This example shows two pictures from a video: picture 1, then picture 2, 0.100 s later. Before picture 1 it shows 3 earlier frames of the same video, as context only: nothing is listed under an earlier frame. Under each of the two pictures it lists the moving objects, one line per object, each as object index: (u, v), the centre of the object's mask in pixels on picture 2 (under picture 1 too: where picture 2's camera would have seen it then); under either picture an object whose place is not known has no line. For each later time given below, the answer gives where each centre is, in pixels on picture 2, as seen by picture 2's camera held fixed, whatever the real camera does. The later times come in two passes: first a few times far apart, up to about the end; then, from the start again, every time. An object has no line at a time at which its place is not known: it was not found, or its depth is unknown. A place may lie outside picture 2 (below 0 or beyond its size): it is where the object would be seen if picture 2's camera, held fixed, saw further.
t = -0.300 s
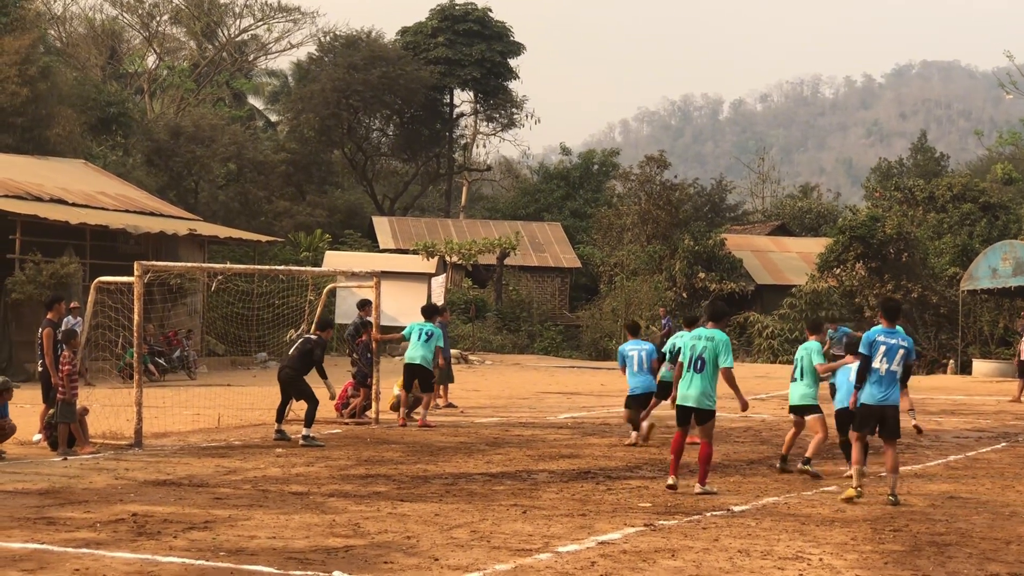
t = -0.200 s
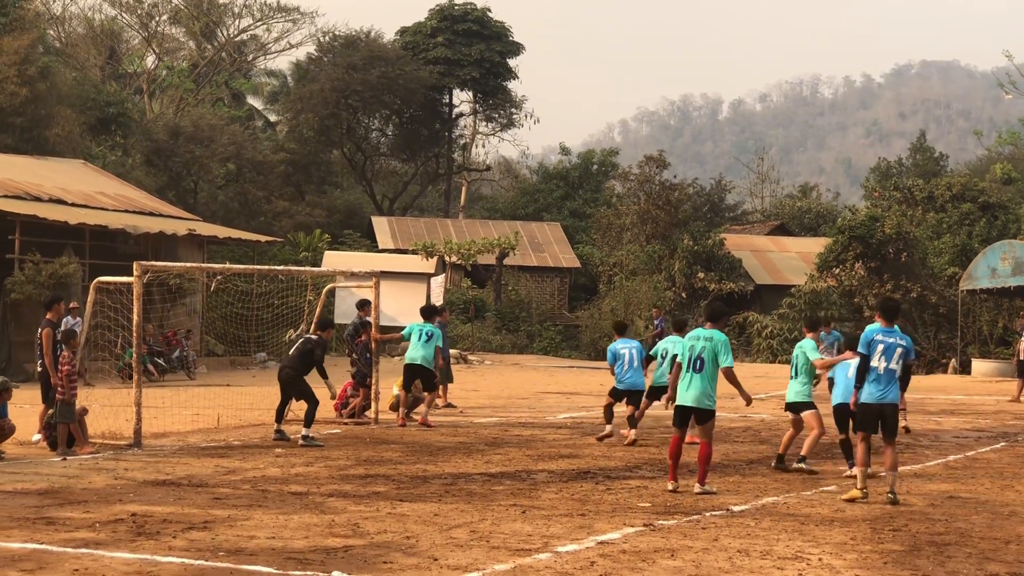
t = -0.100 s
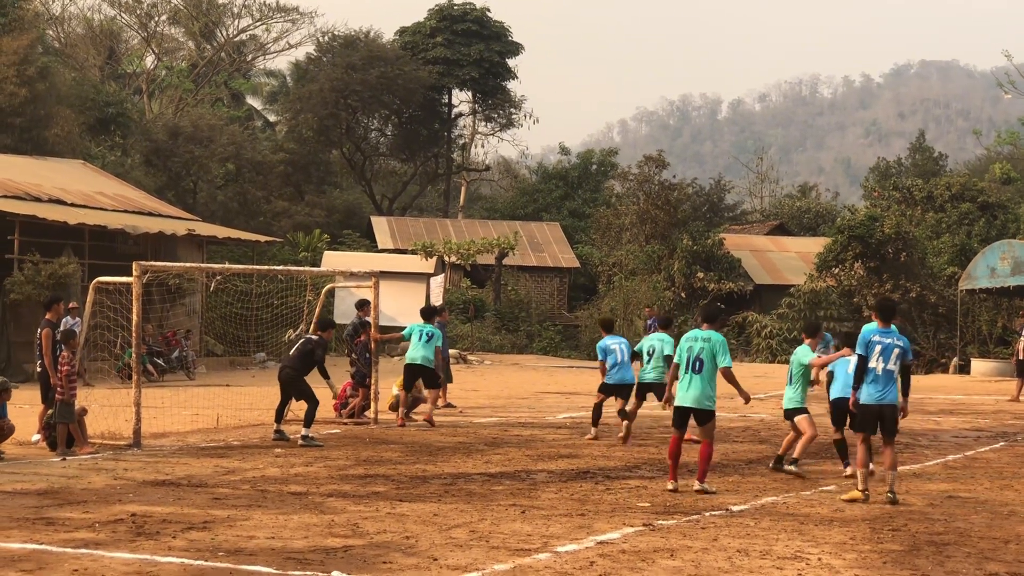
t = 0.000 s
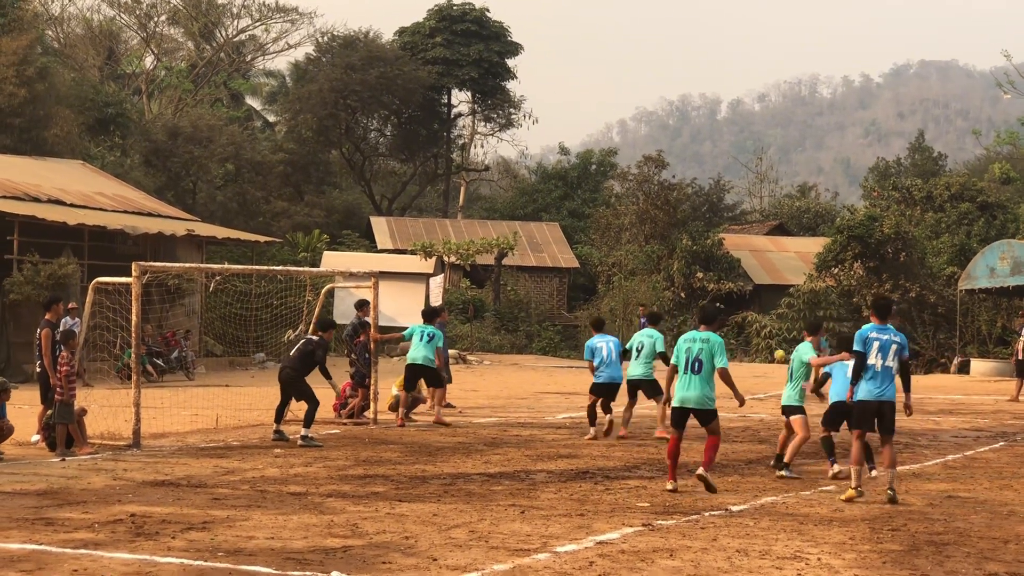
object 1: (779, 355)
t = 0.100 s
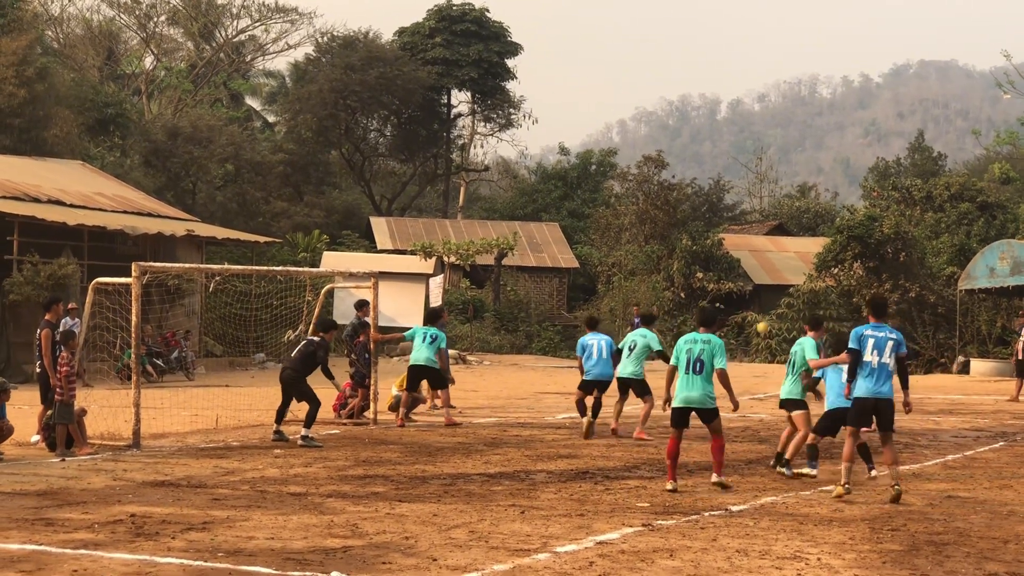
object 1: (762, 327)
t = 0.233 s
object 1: (742, 295)
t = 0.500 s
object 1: (704, 242)
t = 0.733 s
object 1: (674, 219)
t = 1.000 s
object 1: (642, 226)
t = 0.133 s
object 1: (757, 319)
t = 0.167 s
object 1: (752, 310)
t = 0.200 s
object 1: (747, 303)
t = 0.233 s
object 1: (742, 295)
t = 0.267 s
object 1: (737, 287)
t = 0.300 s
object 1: (732, 280)
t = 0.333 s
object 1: (727, 273)
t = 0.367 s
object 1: (723, 266)
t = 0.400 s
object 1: (718, 259)
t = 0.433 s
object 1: (714, 253)
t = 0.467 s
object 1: (709, 248)
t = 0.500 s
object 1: (704, 242)
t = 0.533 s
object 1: (700, 238)
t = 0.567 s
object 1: (695, 233)
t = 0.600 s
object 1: (691, 229)
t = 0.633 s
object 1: (687, 226)
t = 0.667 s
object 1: (682, 223)
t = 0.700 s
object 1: (678, 221)
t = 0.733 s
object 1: (674, 219)
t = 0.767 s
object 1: (670, 217)
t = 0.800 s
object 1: (666, 216)
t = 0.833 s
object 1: (662, 215)
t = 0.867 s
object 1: (658, 217)
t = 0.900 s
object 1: (654, 218)
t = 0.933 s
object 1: (650, 219)
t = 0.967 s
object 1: (646, 222)
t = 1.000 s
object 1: (642, 226)
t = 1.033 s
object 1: (638, 231)
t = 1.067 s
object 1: (635, 236)
